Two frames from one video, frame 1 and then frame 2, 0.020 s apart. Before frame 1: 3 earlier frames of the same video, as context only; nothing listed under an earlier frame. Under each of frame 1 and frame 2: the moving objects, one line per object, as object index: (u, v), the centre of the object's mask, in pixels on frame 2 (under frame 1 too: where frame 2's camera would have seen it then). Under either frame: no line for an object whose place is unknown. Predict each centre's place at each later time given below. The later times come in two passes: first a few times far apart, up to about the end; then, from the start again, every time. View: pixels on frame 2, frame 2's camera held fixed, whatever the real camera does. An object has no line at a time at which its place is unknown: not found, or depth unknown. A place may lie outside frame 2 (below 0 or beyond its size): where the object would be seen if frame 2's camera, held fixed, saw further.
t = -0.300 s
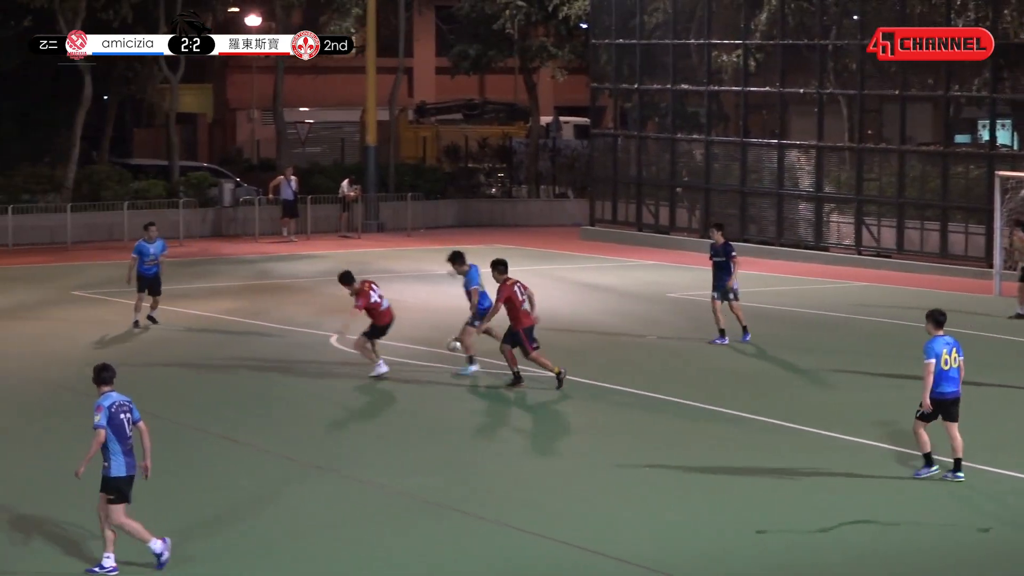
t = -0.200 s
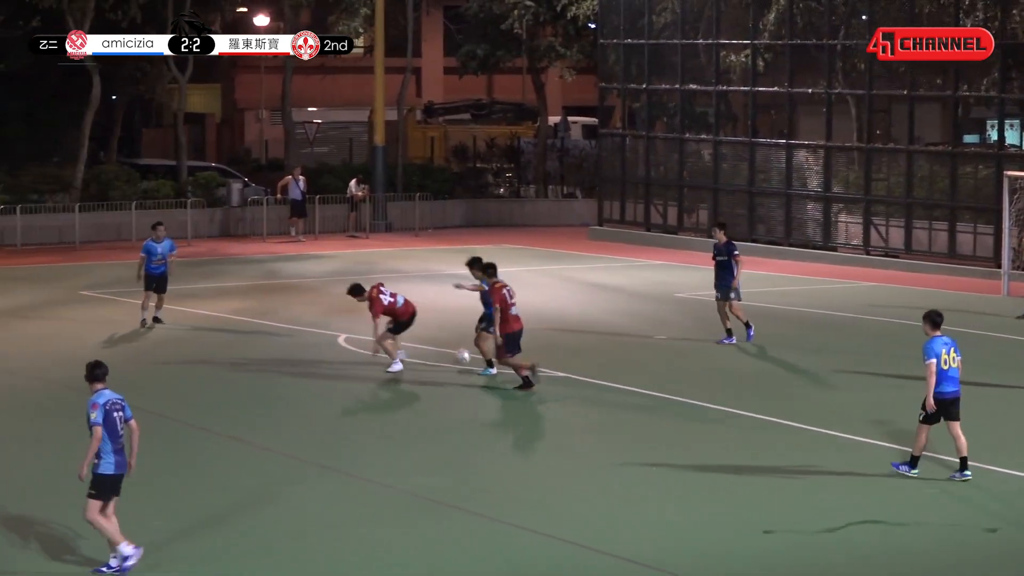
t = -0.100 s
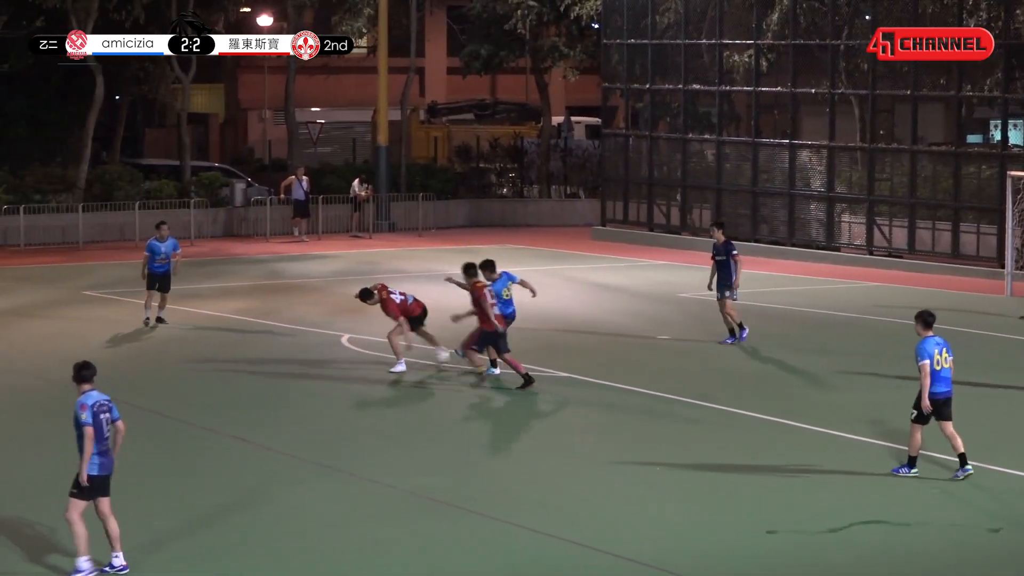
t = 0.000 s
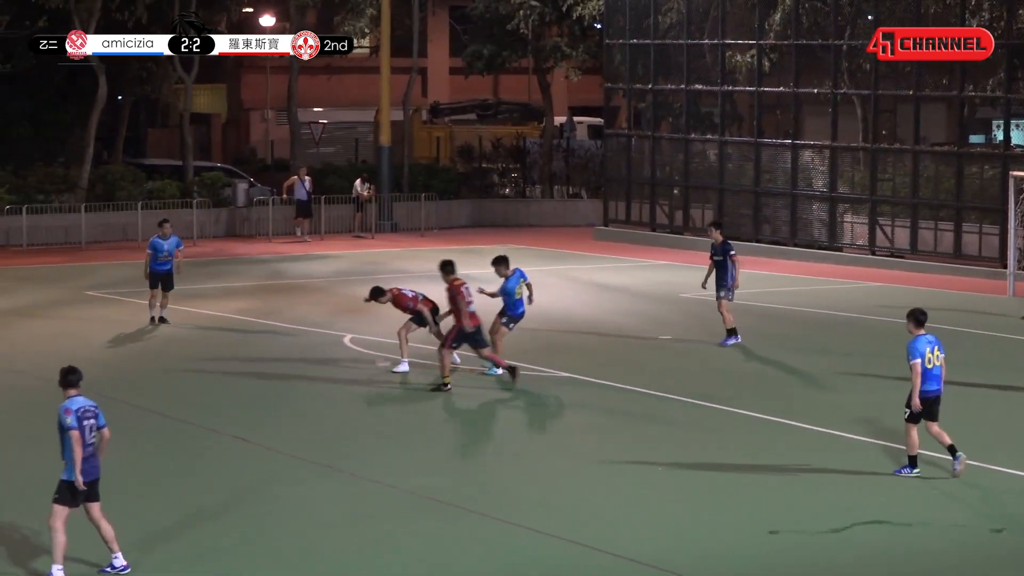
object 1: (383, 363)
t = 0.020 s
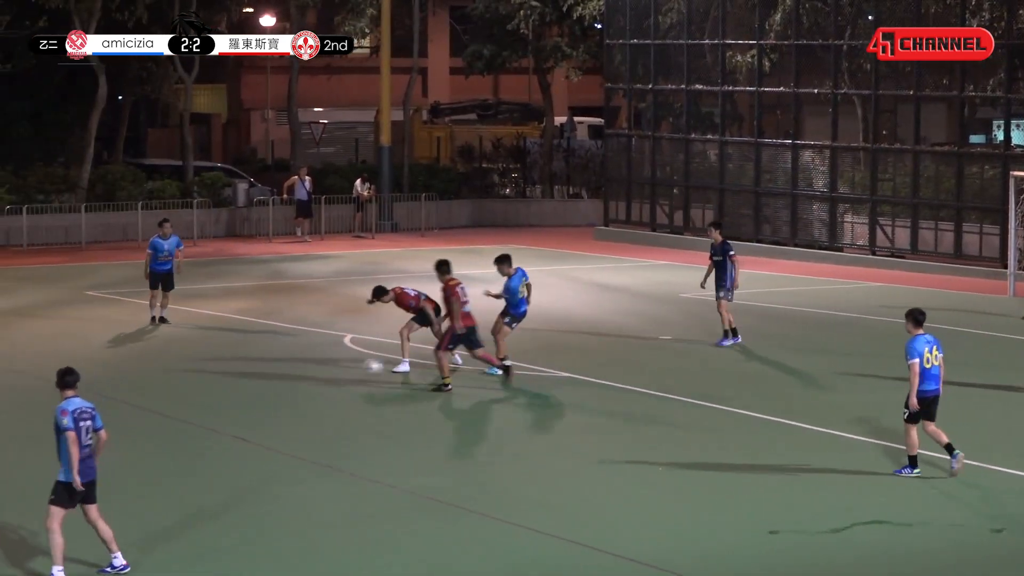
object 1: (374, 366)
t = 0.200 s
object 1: (262, 403)
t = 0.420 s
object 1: (158, 427)
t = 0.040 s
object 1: (363, 368)
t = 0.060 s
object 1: (350, 371)
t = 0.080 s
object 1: (337, 375)
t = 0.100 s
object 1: (325, 379)
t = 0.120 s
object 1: (313, 383)
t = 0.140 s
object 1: (300, 387)
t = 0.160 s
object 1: (288, 392)
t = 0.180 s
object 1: (275, 397)
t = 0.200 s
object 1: (262, 403)
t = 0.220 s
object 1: (250, 408)
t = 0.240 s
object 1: (240, 408)
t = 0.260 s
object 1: (231, 409)
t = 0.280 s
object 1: (222, 410)
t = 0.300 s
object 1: (214, 410)
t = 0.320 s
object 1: (204, 412)
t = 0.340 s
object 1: (196, 414)
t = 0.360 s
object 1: (186, 416)
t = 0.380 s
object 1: (177, 419)
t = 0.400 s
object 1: (168, 423)
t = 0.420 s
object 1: (158, 427)
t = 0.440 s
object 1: (149, 432)
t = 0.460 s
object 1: (139, 437)
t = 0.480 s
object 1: (129, 442)
